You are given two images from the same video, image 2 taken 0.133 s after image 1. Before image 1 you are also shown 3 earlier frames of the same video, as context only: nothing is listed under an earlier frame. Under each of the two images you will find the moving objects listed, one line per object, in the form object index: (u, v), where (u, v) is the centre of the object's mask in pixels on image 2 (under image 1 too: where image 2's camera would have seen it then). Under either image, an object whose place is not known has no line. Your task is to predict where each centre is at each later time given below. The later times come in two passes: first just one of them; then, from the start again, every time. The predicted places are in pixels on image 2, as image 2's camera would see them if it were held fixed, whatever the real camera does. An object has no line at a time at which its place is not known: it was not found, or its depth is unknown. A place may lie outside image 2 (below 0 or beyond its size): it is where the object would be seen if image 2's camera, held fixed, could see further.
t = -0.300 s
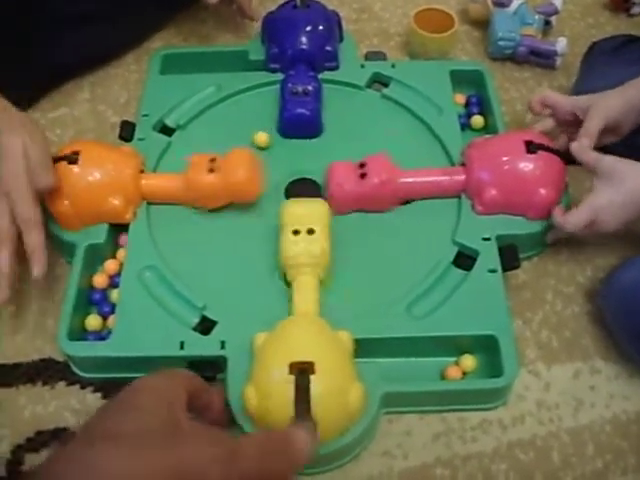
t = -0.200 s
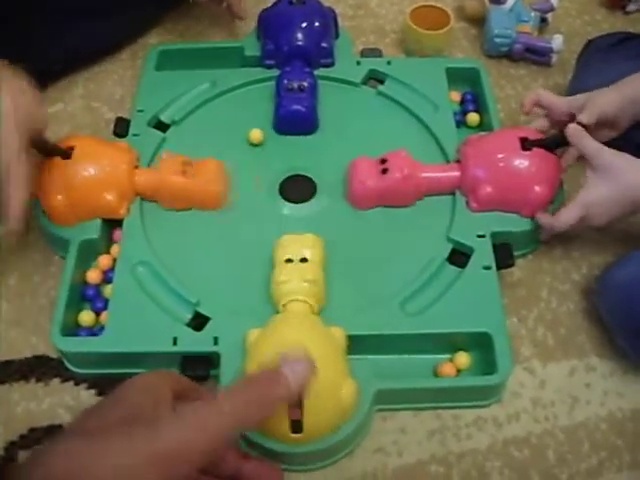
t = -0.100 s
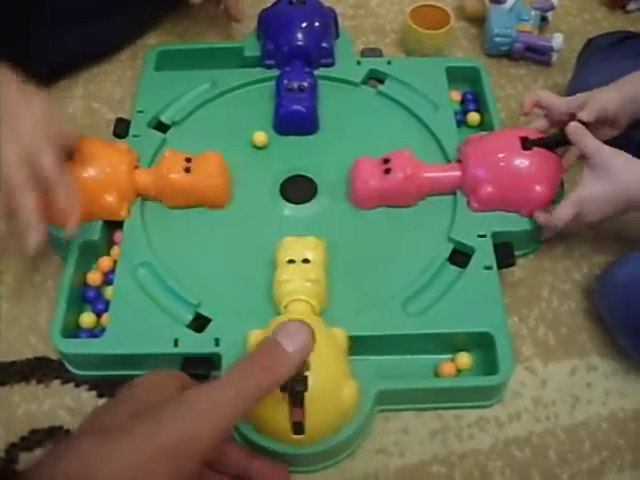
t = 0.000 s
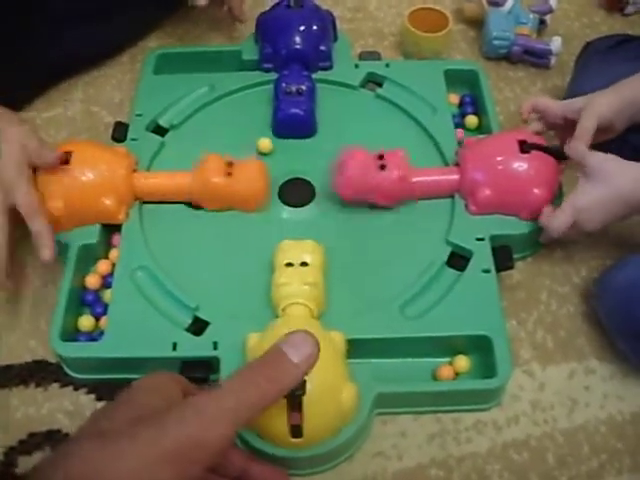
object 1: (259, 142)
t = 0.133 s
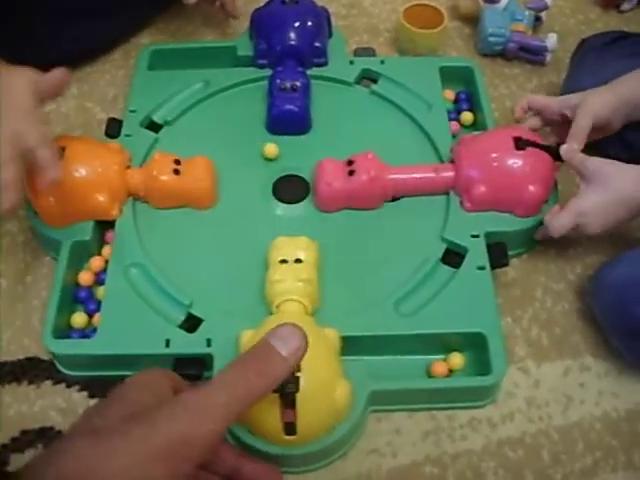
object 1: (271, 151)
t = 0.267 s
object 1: (283, 164)
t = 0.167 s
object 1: (274, 154)
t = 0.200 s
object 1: (277, 158)
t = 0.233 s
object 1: (280, 162)
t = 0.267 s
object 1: (283, 164)
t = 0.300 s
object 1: (286, 164)
